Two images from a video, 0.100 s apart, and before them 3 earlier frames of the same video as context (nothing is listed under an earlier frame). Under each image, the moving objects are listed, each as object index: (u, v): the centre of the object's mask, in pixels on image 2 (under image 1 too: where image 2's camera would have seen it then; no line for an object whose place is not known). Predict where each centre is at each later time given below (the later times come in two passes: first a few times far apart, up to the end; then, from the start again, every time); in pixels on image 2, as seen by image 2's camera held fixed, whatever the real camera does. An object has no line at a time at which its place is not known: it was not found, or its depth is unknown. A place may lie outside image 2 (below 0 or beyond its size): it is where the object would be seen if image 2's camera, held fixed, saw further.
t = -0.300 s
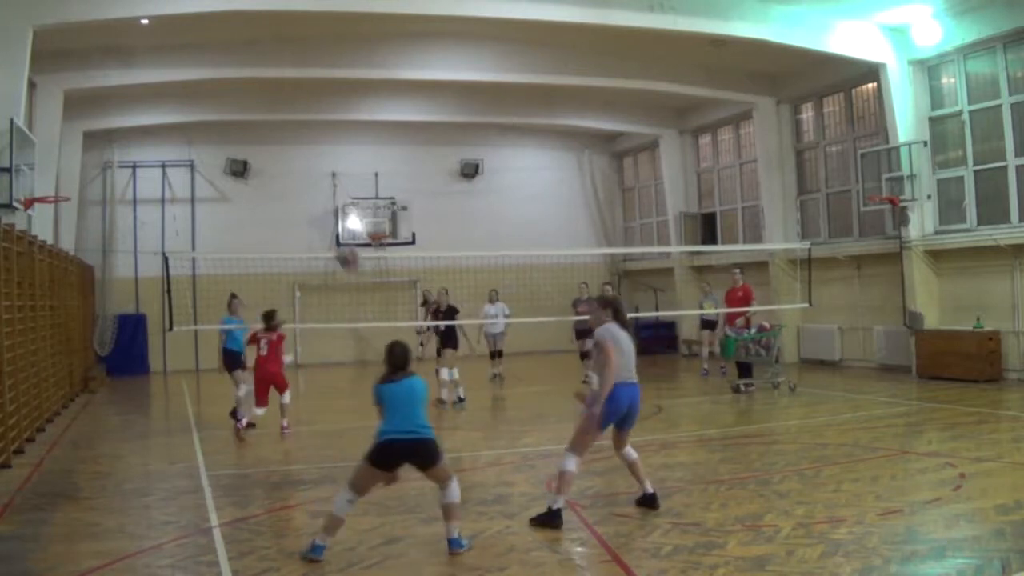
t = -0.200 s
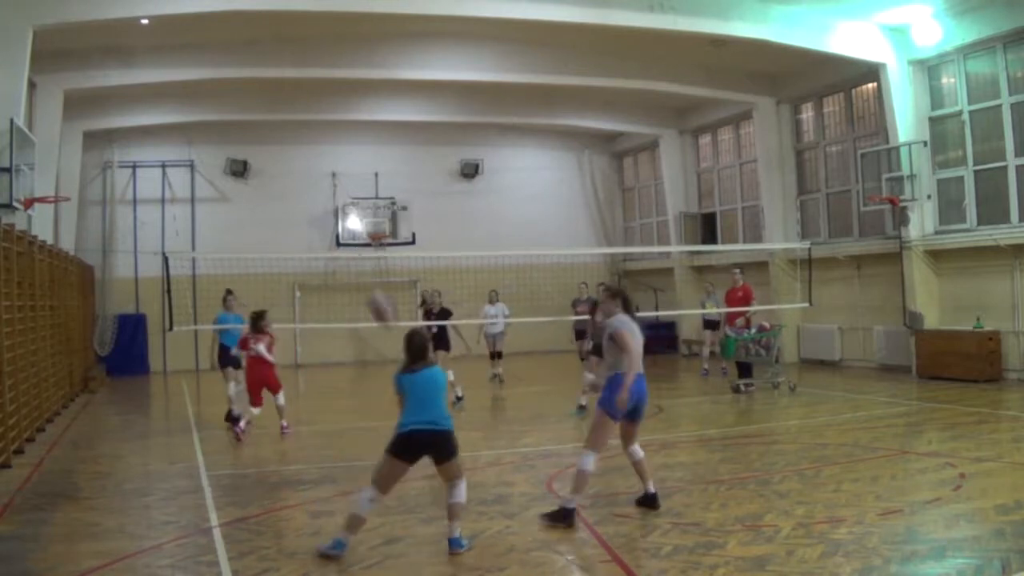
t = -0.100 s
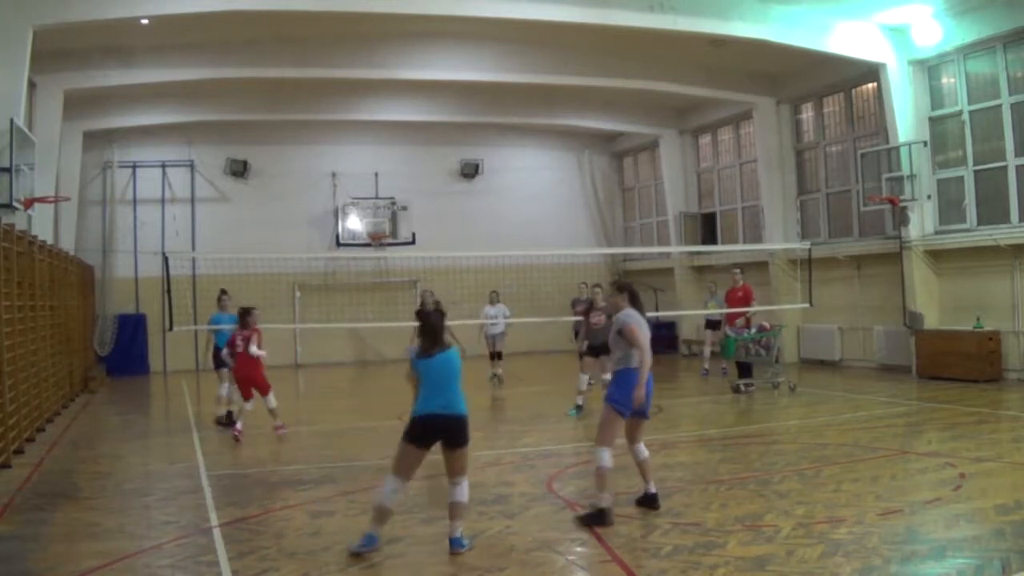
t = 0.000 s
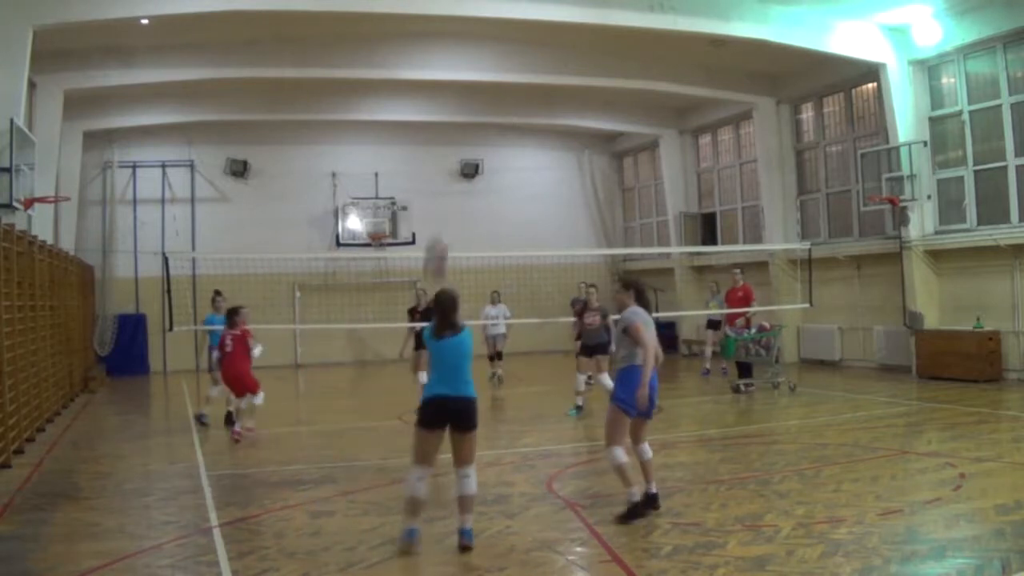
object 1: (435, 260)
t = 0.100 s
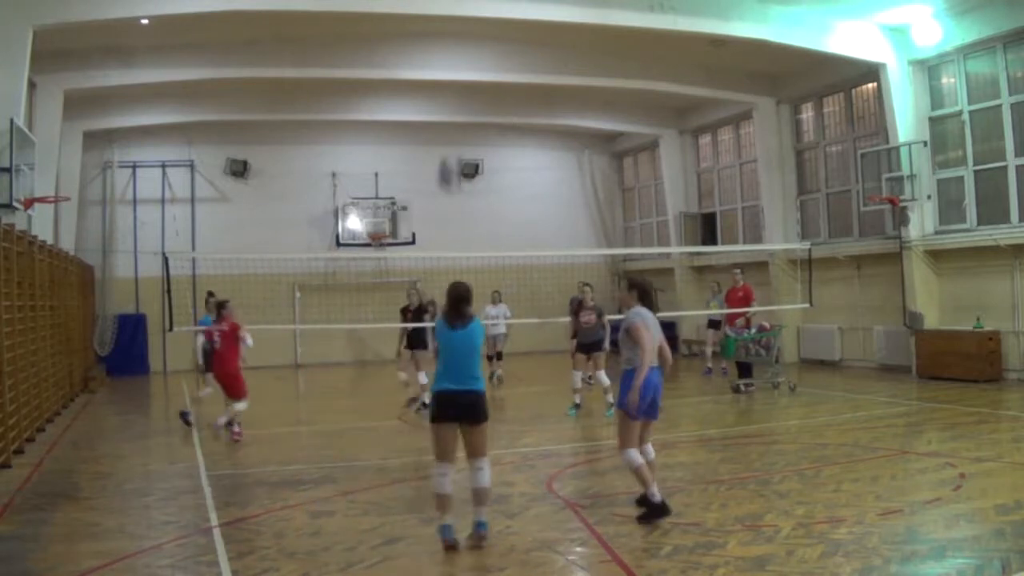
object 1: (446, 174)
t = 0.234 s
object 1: (468, 91)
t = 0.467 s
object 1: (492, 18)
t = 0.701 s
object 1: (513, 10)
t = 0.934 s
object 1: (535, 45)
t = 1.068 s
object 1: (544, 83)
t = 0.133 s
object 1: (454, 149)
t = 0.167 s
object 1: (458, 129)
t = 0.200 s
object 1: (464, 109)
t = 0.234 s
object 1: (468, 91)
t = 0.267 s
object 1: (470, 76)
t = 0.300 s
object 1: (474, 63)
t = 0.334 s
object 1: (478, 49)
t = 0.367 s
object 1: (482, 40)
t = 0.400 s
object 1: (485, 31)
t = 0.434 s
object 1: (489, 24)
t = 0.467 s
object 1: (492, 18)
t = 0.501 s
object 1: (495, 14)
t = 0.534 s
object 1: (498, 10)
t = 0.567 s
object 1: (501, 9)
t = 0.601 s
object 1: (504, 8)
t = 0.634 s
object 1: (508, 8)
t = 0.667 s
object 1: (511, 8)
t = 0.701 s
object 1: (513, 10)
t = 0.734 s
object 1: (517, 11)
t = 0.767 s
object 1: (520, 14)
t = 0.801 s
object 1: (523, 19)
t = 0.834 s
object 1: (526, 24)
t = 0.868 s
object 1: (530, 31)
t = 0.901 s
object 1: (533, 36)
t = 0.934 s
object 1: (535, 45)
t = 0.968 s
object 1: (537, 51)
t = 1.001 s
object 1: (540, 62)
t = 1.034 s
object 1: (542, 71)
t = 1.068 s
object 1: (544, 83)
